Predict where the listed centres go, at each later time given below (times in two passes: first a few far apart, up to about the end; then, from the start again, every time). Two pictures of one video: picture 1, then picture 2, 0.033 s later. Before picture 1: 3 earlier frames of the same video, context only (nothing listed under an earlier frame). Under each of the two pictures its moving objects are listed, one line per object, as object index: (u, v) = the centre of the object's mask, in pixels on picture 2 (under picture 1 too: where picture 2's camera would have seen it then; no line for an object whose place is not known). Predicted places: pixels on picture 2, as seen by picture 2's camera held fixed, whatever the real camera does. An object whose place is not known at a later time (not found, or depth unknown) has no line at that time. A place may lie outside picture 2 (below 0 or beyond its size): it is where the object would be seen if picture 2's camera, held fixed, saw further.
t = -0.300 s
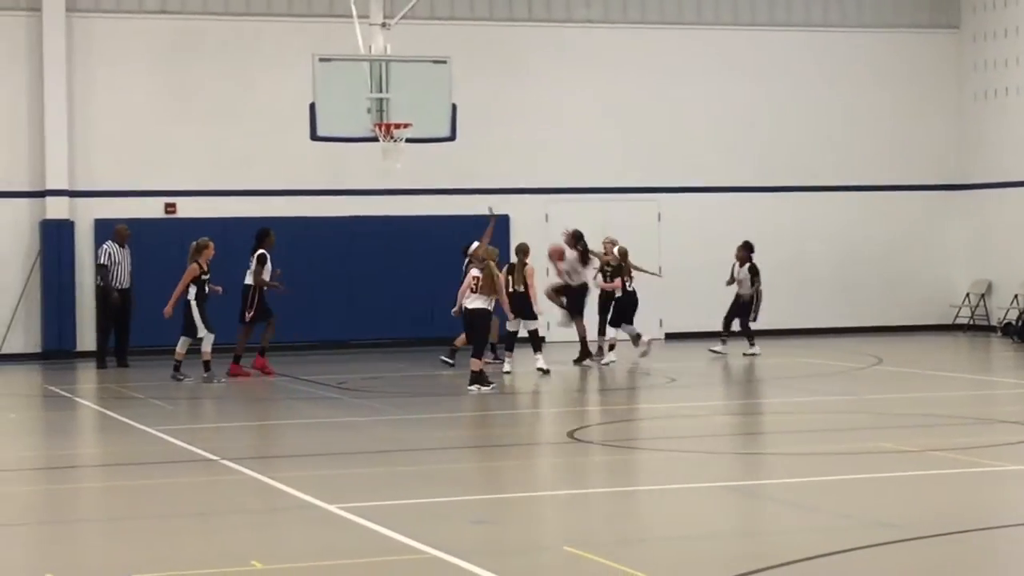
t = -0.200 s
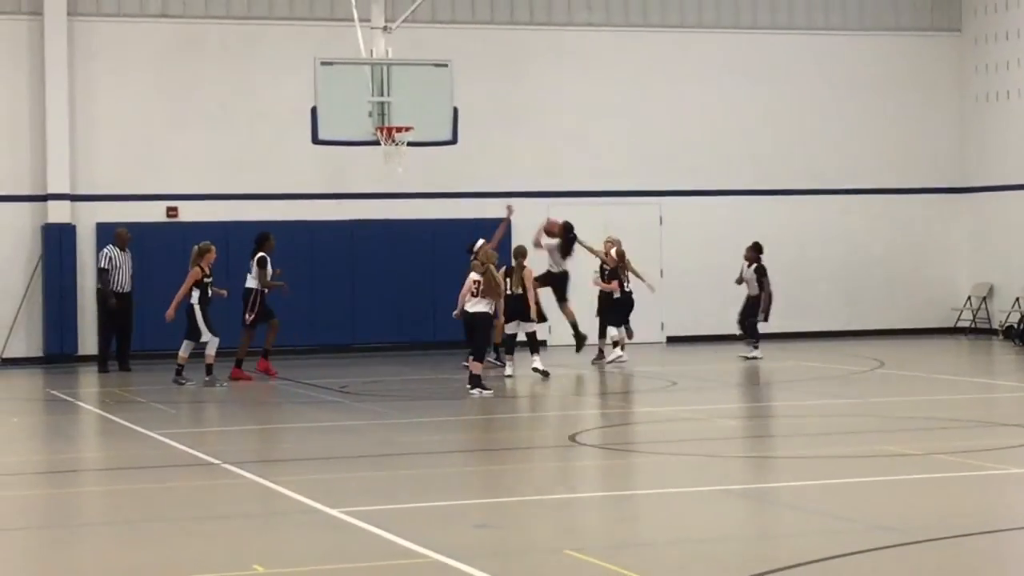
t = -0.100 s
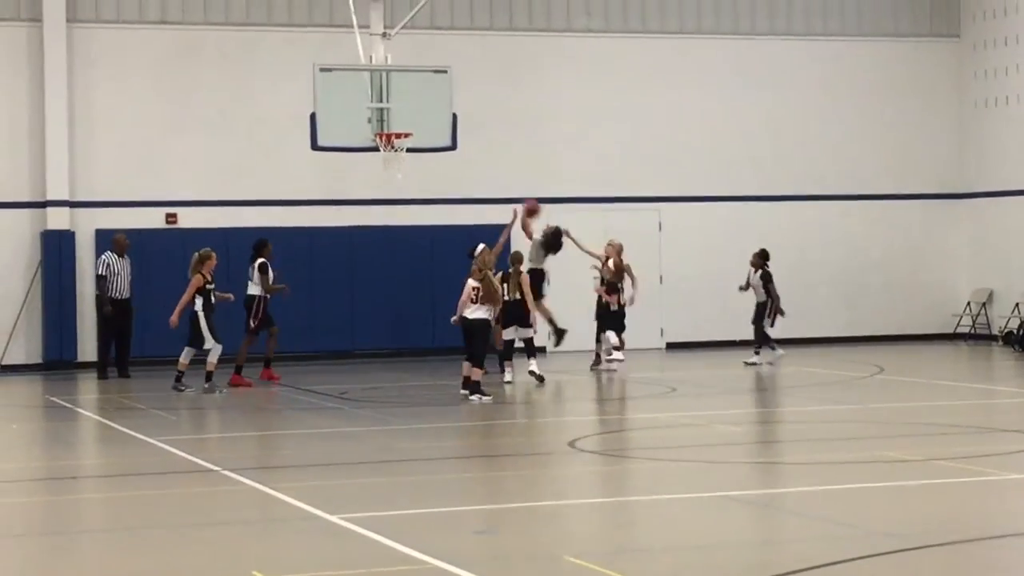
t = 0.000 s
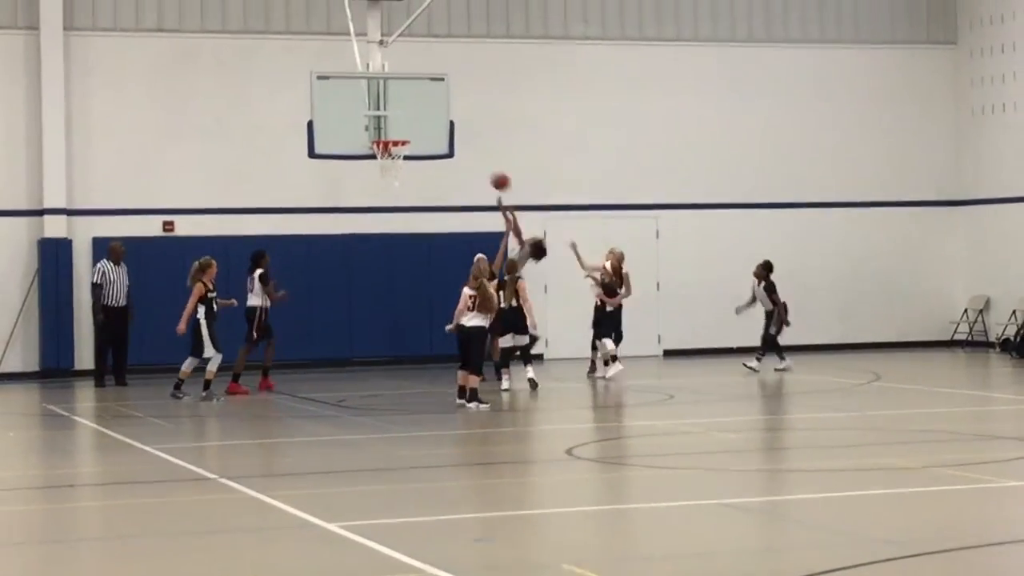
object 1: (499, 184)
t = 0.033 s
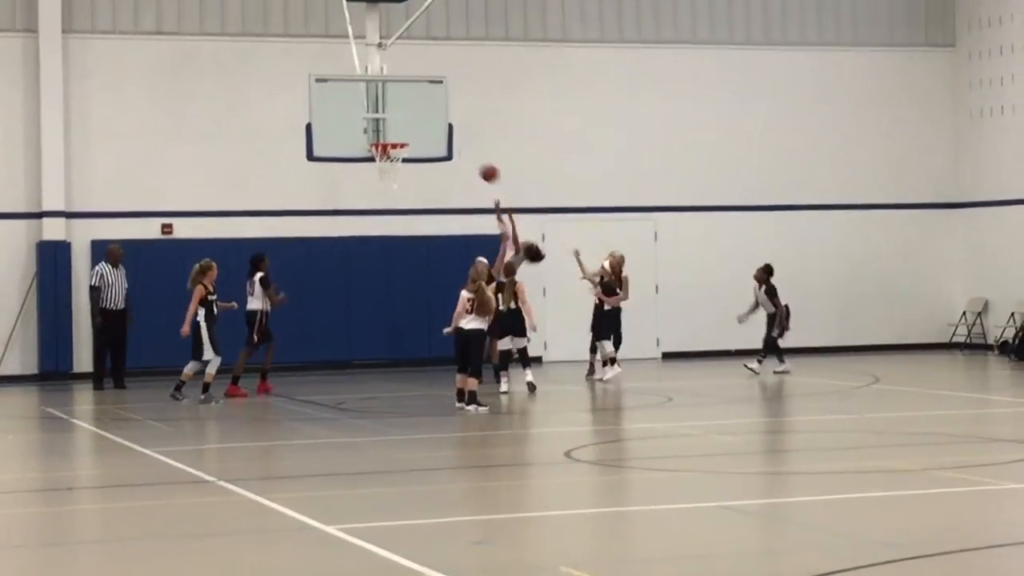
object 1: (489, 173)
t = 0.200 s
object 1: (441, 132)
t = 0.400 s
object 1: (398, 113)
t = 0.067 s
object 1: (479, 163)
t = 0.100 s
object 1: (469, 154)
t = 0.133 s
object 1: (461, 146)
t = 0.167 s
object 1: (451, 138)
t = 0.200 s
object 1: (441, 132)
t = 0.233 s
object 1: (431, 126)
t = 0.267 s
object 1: (422, 122)
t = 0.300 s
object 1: (412, 118)
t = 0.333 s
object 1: (405, 115)
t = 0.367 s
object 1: (401, 114)
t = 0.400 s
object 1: (398, 113)
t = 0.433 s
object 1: (394, 114)
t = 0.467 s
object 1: (390, 115)
